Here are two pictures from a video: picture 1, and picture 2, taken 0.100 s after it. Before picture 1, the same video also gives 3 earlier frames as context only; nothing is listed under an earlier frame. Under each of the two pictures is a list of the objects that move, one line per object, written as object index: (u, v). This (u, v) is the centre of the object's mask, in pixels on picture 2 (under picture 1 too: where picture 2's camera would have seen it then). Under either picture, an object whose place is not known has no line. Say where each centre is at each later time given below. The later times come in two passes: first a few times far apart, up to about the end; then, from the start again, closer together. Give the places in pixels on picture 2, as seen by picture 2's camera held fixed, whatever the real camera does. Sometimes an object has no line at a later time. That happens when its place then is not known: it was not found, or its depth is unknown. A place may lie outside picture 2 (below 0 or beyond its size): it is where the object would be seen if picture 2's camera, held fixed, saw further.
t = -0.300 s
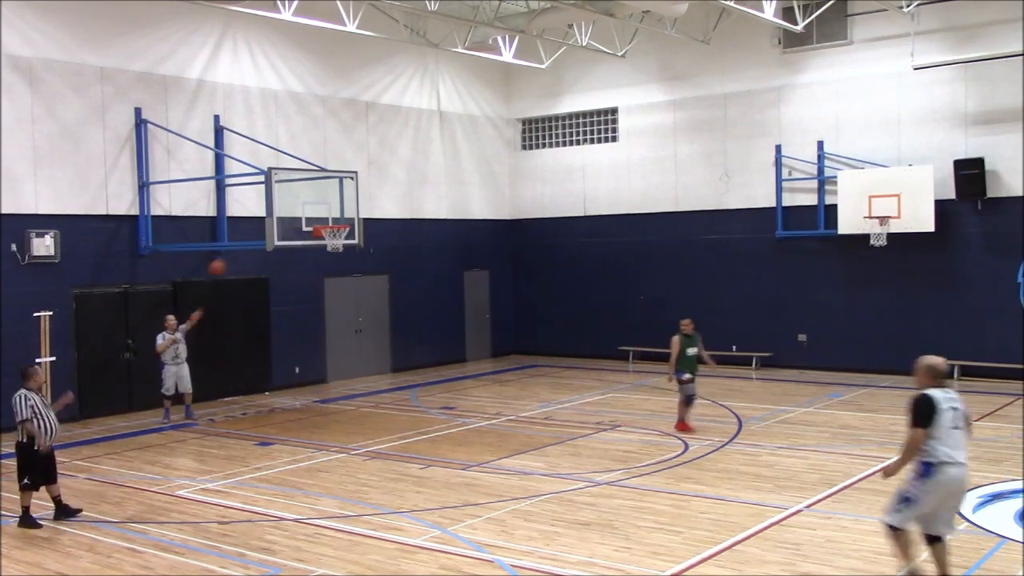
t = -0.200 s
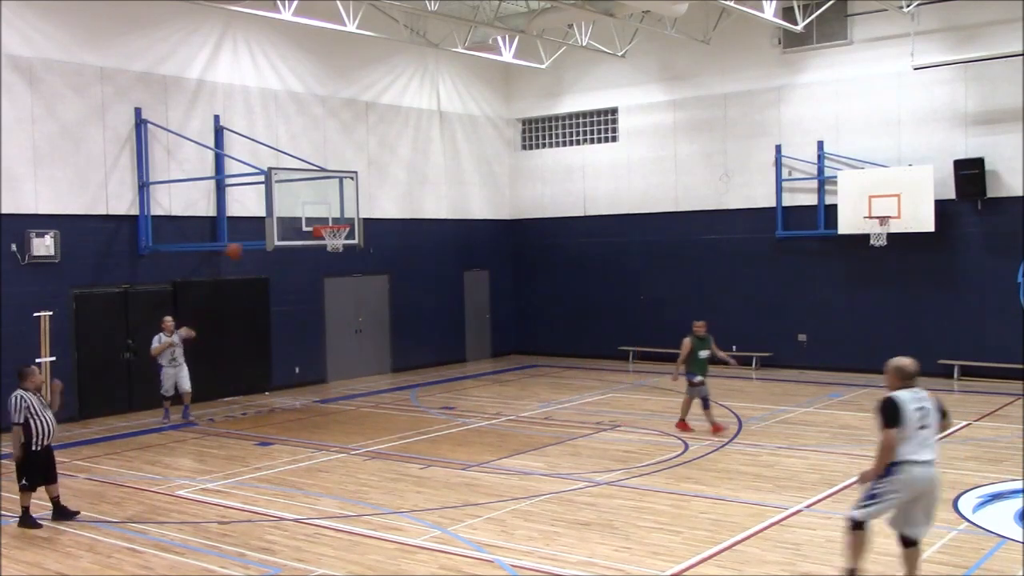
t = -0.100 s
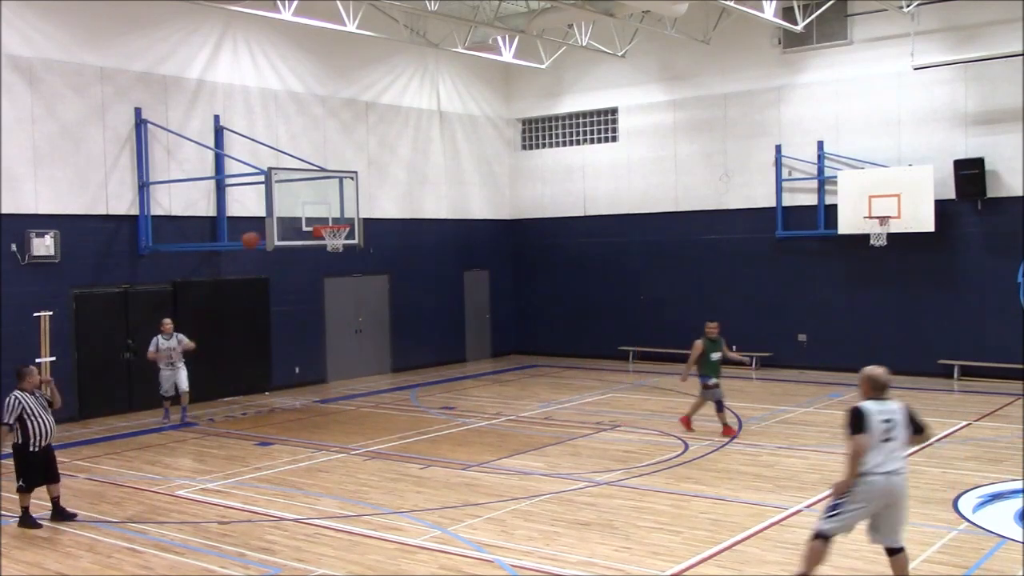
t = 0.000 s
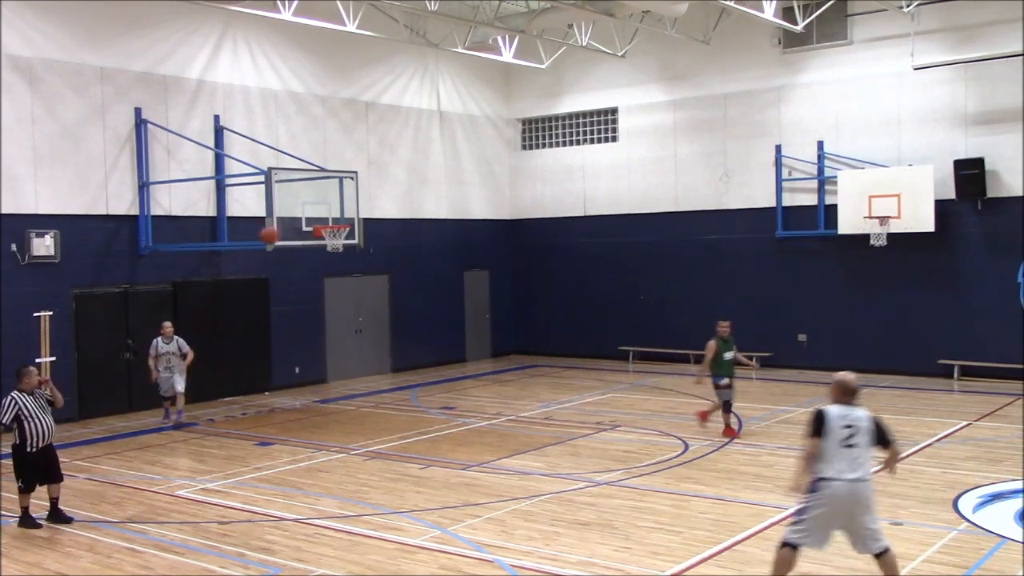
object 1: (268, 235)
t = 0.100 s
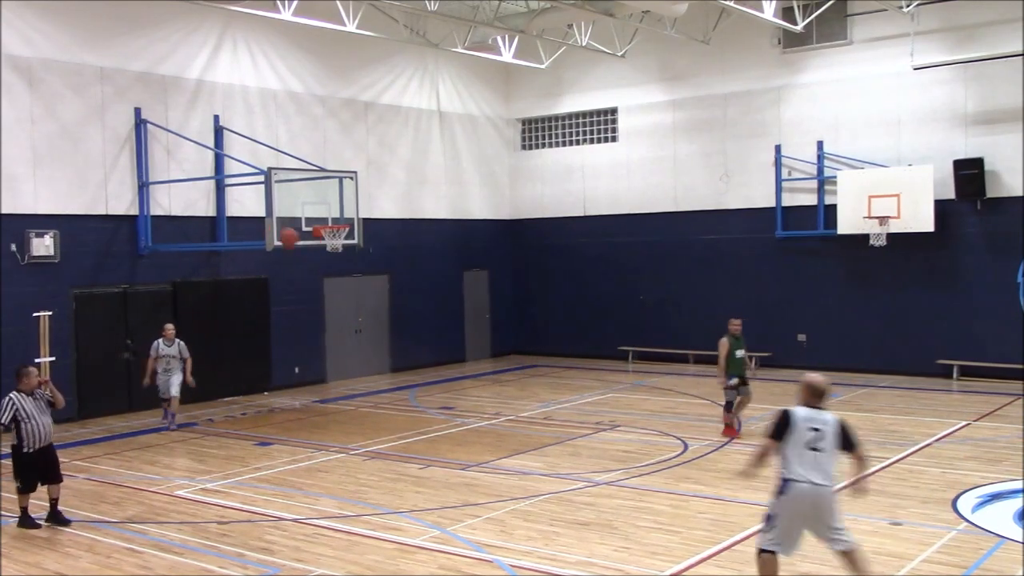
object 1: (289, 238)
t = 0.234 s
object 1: (319, 253)
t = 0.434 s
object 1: (373, 307)
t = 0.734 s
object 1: (483, 500)
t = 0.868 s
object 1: (524, 506)
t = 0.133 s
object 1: (295, 239)
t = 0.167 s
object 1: (303, 242)
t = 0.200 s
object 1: (311, 247)
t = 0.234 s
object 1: (319, 253)
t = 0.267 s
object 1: (327, 258)
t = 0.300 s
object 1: (336, 265)
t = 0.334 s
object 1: (345, 273)
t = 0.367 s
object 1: (355, 283)
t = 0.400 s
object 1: (364, 294)
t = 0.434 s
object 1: (373, 307)
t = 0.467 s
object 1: (384, 321)
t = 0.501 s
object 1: (396, 338)
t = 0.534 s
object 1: (406, 354)
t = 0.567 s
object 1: (416, 370)
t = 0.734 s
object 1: (483, 500)
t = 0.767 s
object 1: (499, 536)
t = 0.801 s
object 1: (511, 540)
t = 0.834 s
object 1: (517, 523)
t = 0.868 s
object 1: (524, 506)
